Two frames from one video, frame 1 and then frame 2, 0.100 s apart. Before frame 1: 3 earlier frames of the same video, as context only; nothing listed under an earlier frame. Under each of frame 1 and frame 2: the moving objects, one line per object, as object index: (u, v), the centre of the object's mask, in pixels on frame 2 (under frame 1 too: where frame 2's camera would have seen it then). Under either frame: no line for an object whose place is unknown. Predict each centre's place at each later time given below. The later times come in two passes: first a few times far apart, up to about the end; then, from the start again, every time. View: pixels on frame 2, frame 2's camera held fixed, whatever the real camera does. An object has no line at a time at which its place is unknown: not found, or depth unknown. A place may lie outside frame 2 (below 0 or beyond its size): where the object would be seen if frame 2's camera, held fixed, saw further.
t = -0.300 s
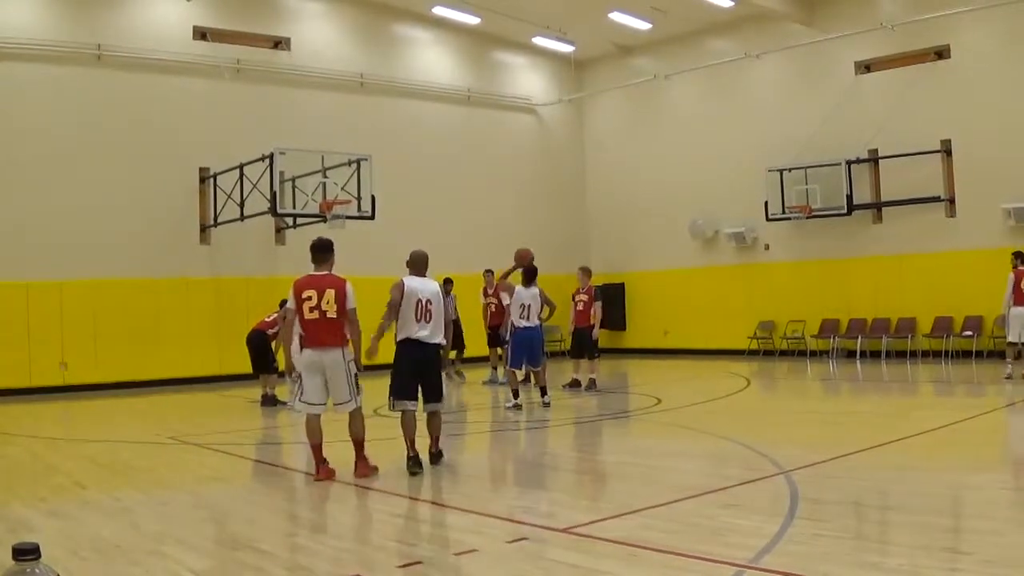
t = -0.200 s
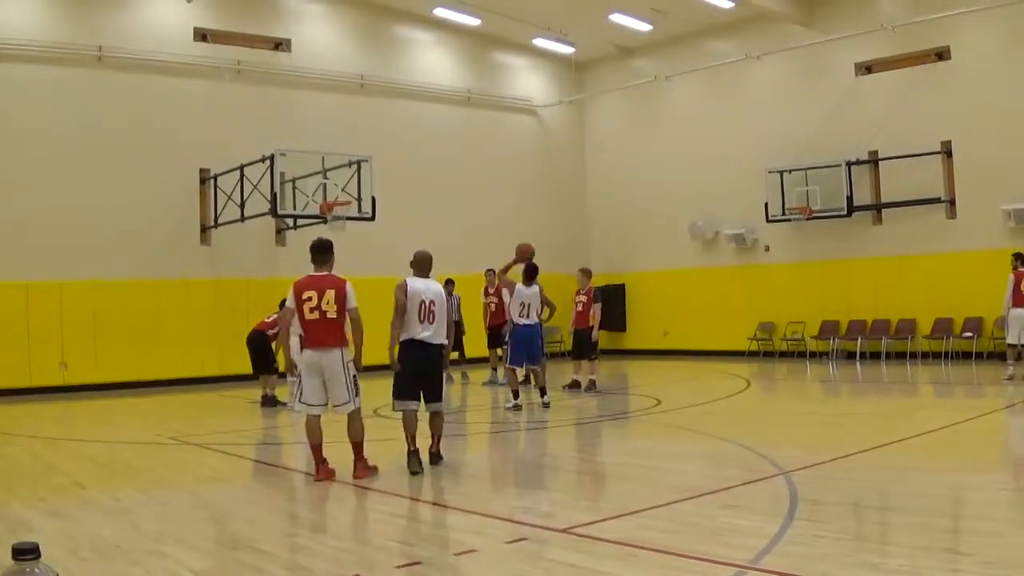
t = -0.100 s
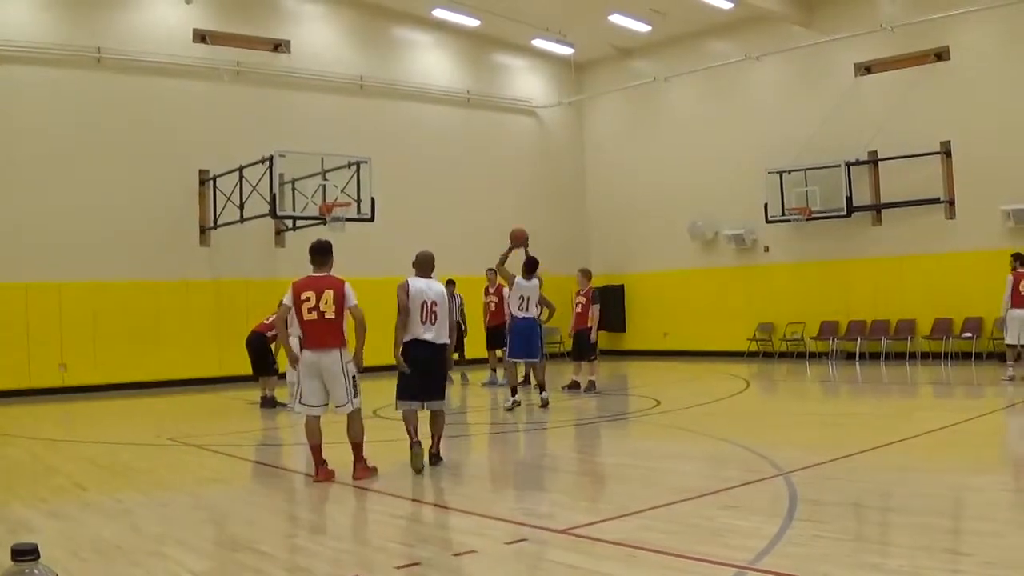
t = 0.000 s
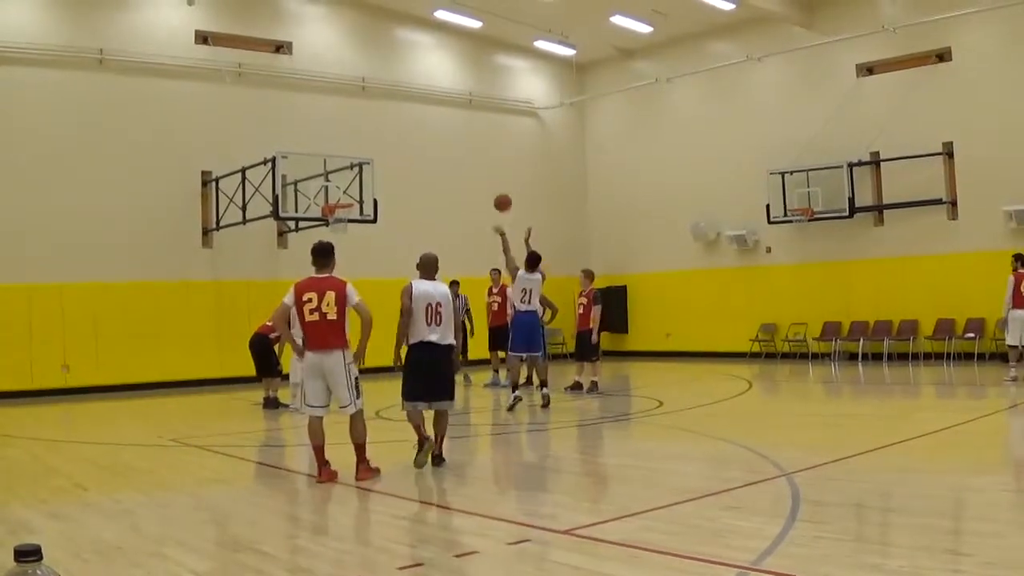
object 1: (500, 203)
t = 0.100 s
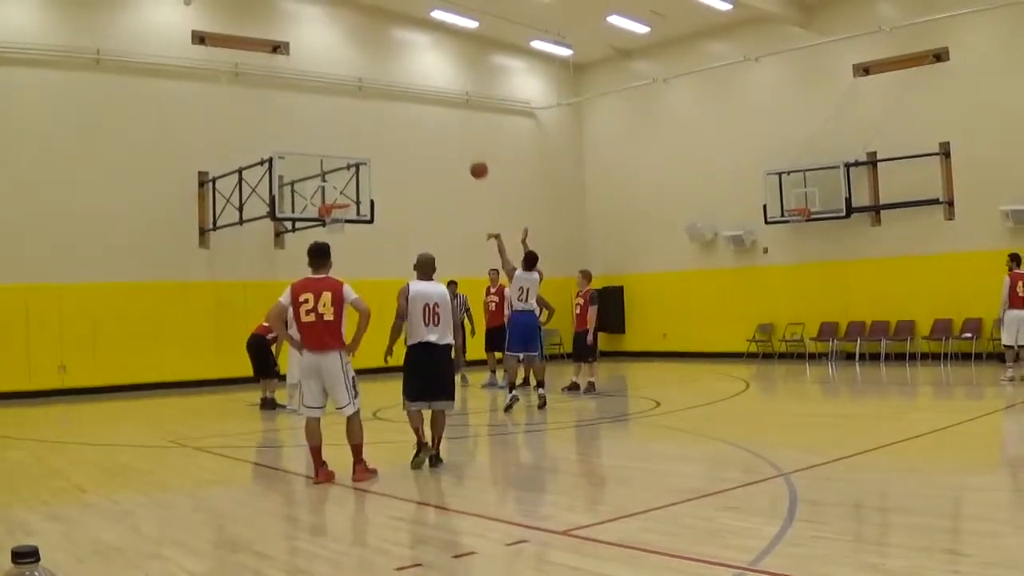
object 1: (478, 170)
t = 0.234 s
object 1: (453, 139)
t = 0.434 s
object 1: (419, 119)
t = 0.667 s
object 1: (384, 130)
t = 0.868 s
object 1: (359, 164)
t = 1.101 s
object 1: (335, 196)
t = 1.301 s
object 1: (330, 194)
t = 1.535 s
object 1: (339, 198)
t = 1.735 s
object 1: (333, 205)
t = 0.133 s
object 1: (472, 161)
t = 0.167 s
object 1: (465, 153)
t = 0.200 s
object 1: (459, 145)
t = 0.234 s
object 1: (453, 139)
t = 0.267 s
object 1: (447, 134)
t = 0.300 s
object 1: (441, 129)
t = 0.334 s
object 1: (436, 126)
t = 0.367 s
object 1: (430, 123)
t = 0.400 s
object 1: (425, 121)
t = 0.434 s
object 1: (419, 119)
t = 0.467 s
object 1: (414, 119)
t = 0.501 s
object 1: (409, 118)
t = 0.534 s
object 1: (404, 119)
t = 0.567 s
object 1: (399, 121)
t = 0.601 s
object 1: (394, 123)
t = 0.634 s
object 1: (389, 126)
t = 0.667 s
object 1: (384, 130)
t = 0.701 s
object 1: (380, 134)
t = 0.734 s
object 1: (375, 139)
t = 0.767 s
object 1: (371, 144)
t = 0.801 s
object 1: (366, 150)
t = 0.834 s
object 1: (363, 157)
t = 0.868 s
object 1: (359, 164)
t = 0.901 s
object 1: (354, 171)
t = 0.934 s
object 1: (350, 181)
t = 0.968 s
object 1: (346, 188)
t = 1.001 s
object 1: (341, 197)
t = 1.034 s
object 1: (340, 197)
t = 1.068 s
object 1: (337, 196)
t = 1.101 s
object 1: (335, 196)
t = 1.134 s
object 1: (333, 196)
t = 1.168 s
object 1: (329, 195)
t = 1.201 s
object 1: (328, 197)
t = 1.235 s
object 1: (328, 198)
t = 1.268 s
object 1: (329, 197)
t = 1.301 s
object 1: (330, 194)
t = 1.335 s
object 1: (331, 194)
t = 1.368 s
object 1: (333, 193)
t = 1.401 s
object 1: (334, 193)
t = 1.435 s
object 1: (336, 194)
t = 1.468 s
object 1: (337, 195)
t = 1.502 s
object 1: (338, 197)
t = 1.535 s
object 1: (339, 198)
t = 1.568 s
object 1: (338, 198)
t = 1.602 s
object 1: (337, 198)
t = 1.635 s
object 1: (337, 198)
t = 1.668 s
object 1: (335, 200)
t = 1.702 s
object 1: (334, 202)
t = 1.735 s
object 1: (333, 205)
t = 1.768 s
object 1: (333, 207)
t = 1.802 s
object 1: (333, 210)
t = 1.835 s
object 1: (332, 211)
